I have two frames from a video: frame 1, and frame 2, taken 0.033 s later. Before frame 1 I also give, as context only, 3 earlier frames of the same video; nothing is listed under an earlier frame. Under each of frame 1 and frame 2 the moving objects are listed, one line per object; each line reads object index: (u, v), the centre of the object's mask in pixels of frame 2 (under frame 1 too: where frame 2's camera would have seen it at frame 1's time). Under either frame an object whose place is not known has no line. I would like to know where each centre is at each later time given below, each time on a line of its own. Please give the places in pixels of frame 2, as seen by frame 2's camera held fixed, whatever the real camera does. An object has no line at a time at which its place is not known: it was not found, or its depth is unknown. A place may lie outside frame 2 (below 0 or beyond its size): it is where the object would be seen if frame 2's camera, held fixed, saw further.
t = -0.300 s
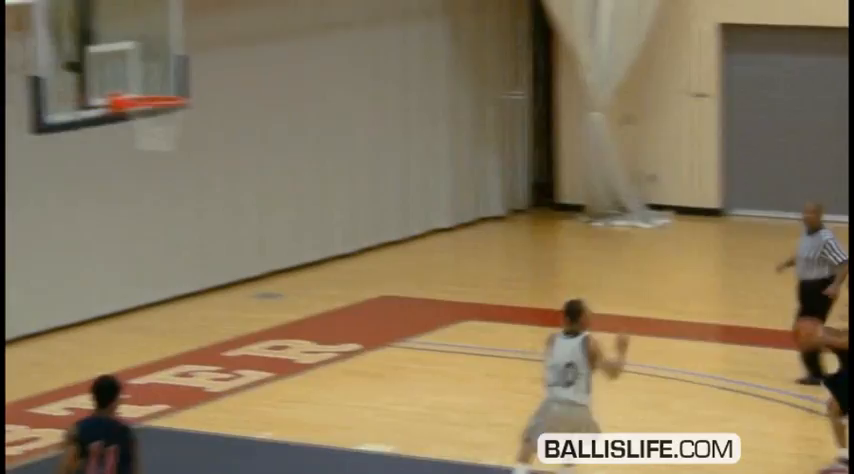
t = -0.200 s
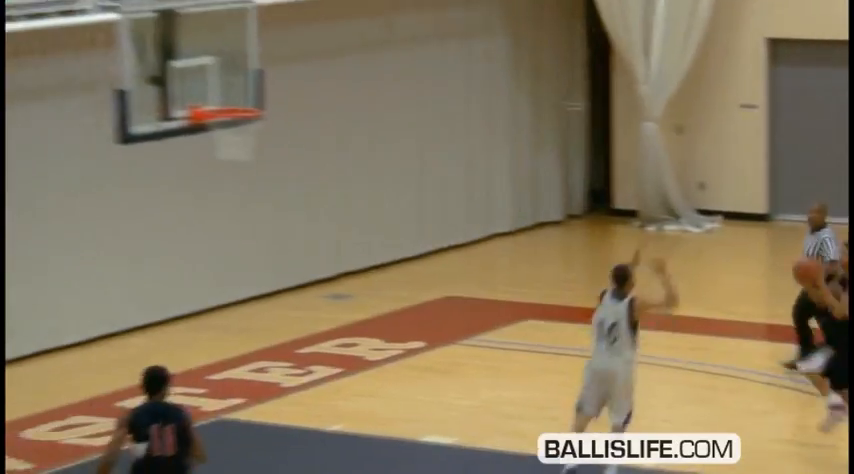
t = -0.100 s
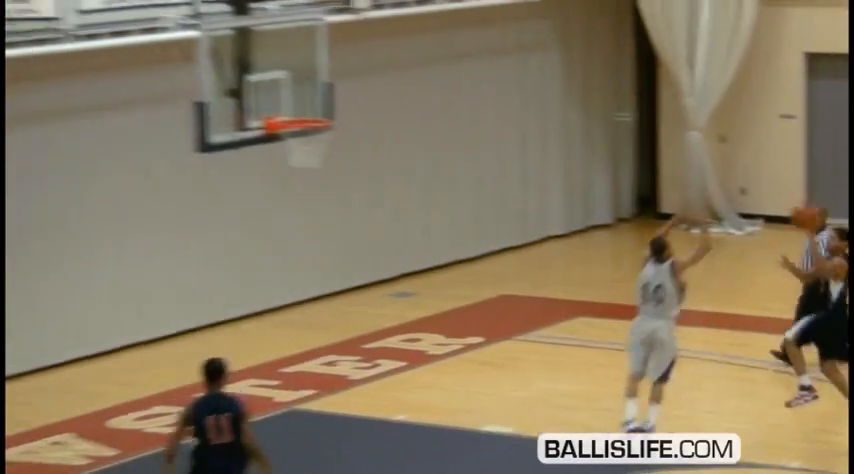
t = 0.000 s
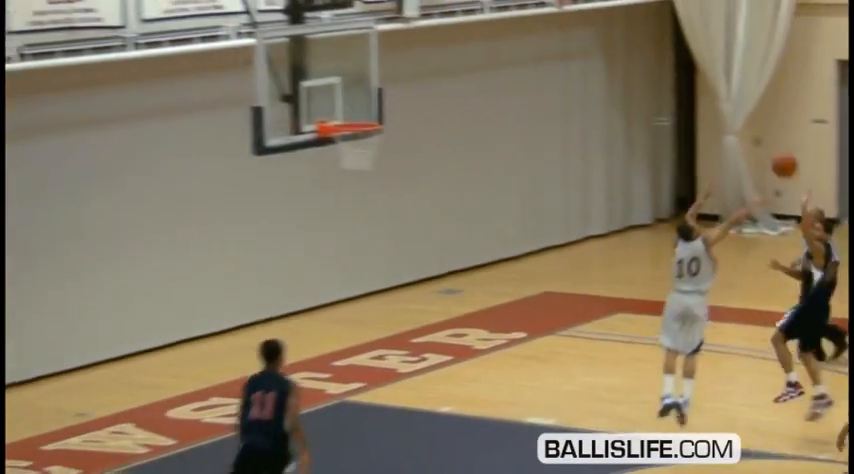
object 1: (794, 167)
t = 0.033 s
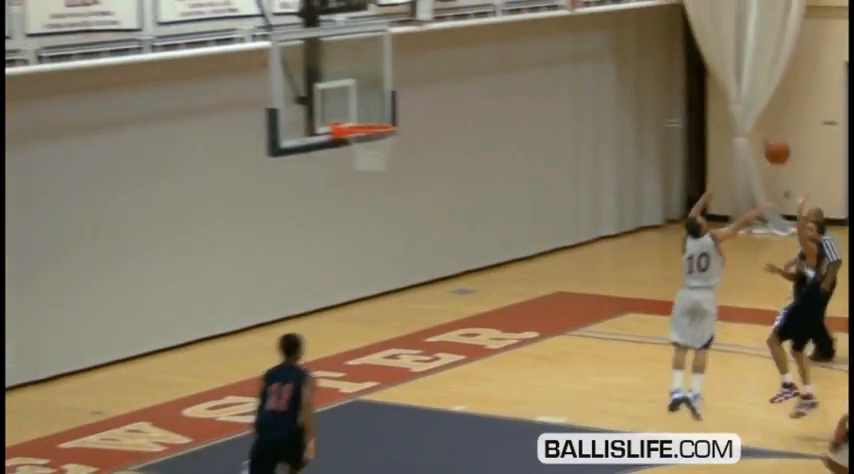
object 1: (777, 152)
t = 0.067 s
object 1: (760, 138)
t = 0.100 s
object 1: (744, 124)
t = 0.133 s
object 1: (727, 114)
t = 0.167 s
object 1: (710, 101)
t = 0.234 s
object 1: (677, 84)
